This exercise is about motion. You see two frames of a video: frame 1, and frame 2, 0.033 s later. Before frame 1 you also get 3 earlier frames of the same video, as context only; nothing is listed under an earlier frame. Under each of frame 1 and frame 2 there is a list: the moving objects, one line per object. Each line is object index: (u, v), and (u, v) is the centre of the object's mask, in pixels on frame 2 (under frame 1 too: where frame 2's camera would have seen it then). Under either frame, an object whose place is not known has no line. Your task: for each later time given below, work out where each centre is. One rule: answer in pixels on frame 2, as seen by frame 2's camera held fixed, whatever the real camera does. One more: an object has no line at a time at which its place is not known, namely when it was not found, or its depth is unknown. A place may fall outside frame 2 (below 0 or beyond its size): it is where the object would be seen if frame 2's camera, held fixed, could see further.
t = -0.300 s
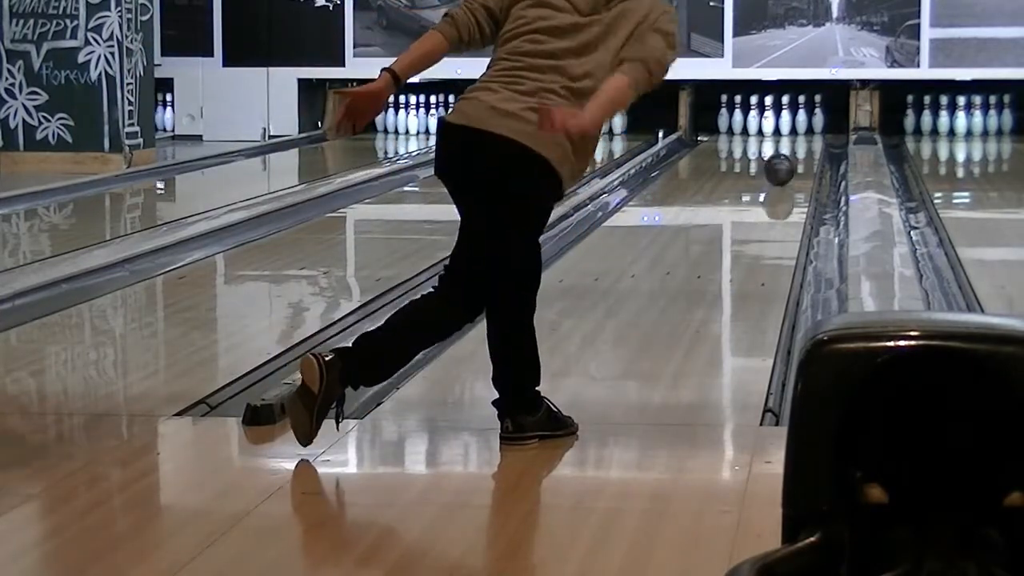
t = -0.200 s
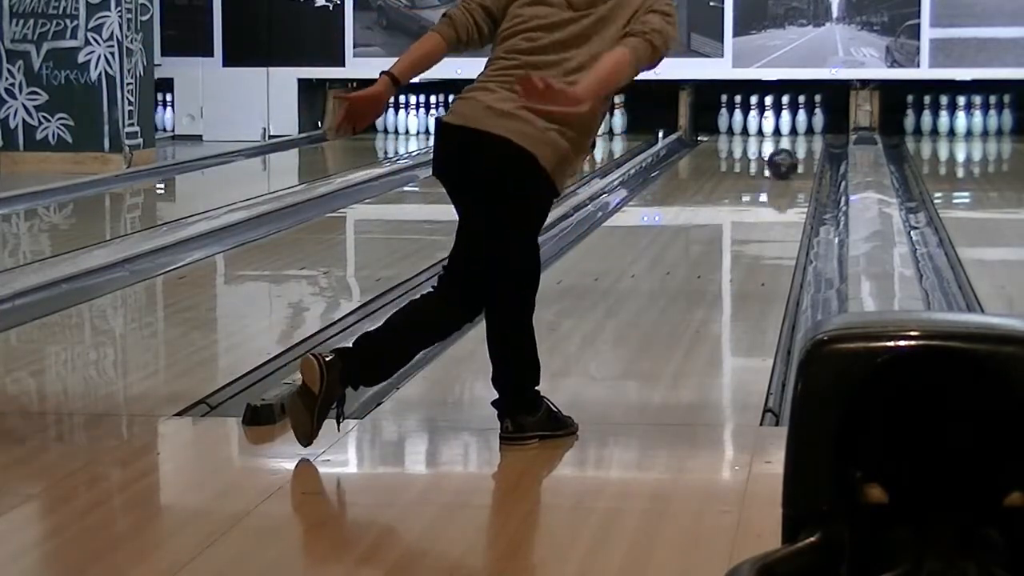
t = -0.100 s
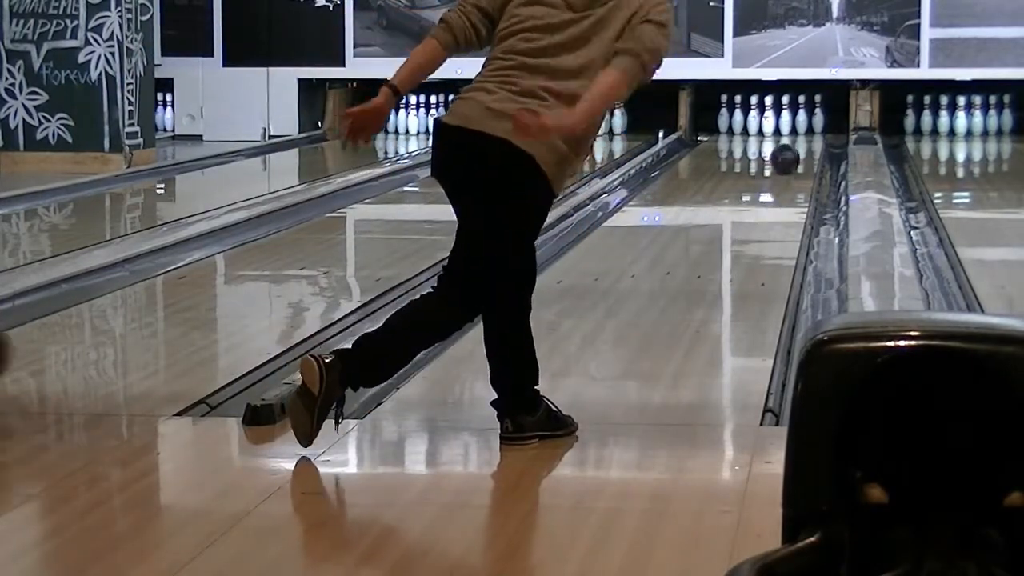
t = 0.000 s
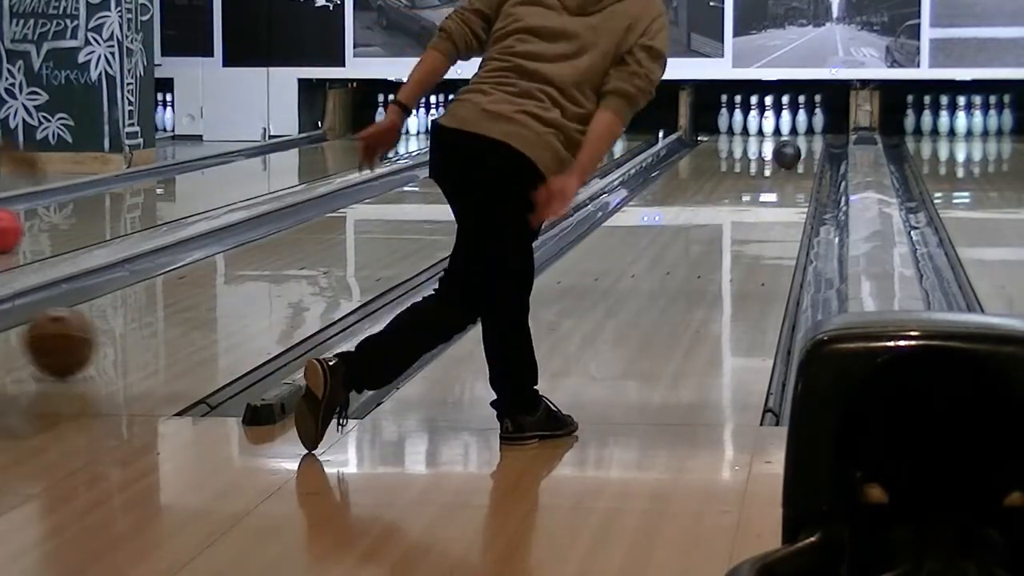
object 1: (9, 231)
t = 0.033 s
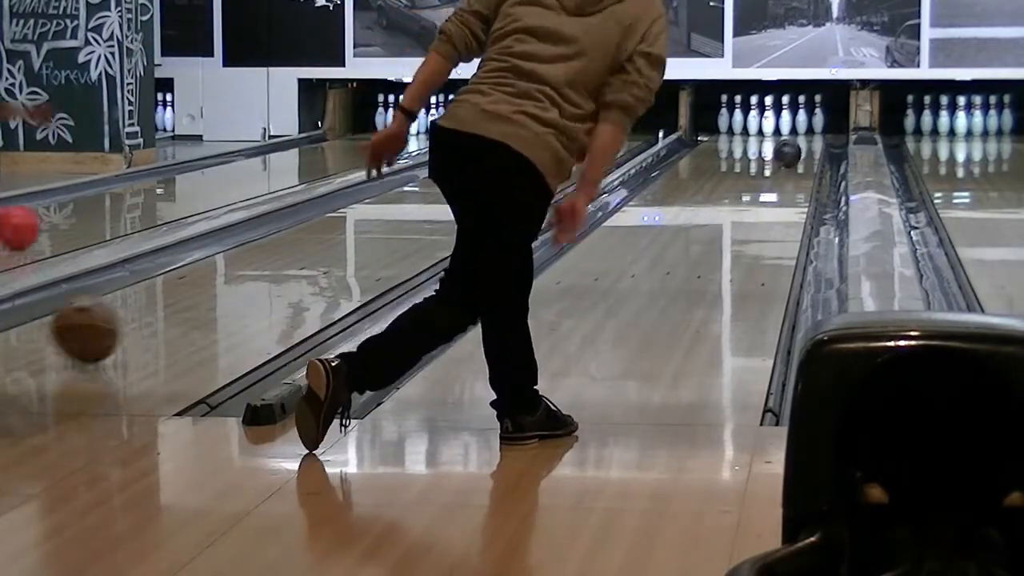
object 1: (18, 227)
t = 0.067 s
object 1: (33, 224)
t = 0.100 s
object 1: (49, 220)
